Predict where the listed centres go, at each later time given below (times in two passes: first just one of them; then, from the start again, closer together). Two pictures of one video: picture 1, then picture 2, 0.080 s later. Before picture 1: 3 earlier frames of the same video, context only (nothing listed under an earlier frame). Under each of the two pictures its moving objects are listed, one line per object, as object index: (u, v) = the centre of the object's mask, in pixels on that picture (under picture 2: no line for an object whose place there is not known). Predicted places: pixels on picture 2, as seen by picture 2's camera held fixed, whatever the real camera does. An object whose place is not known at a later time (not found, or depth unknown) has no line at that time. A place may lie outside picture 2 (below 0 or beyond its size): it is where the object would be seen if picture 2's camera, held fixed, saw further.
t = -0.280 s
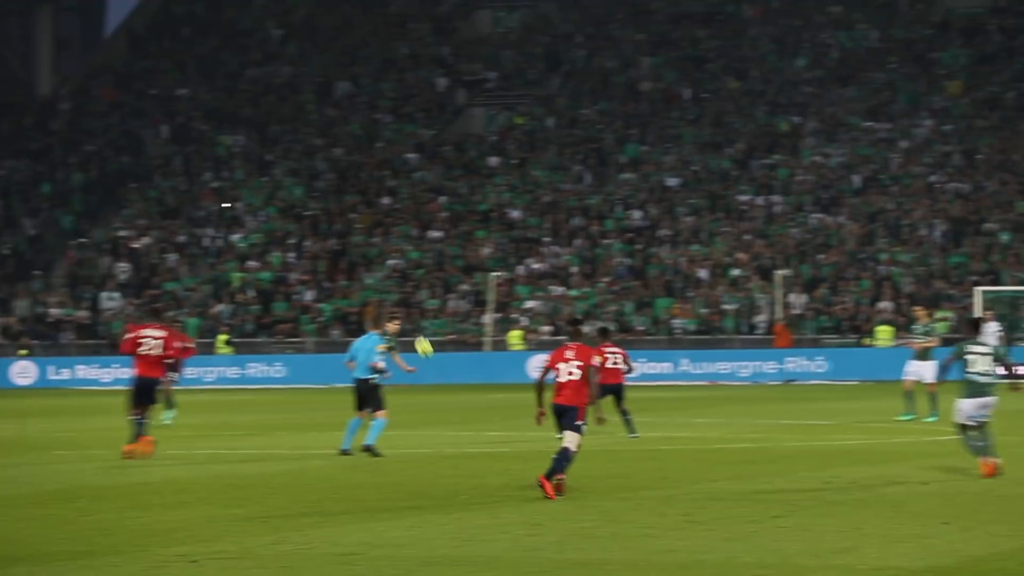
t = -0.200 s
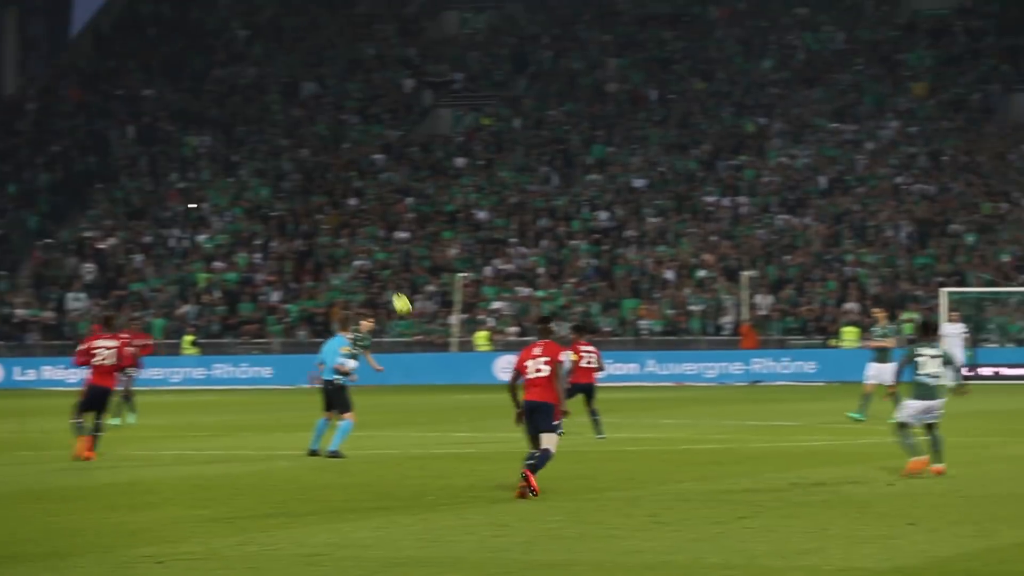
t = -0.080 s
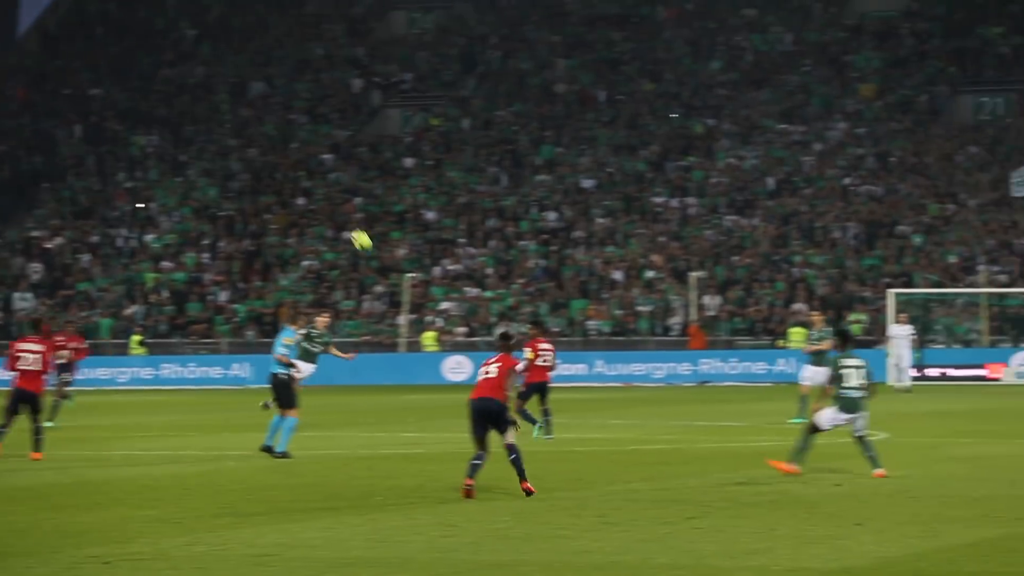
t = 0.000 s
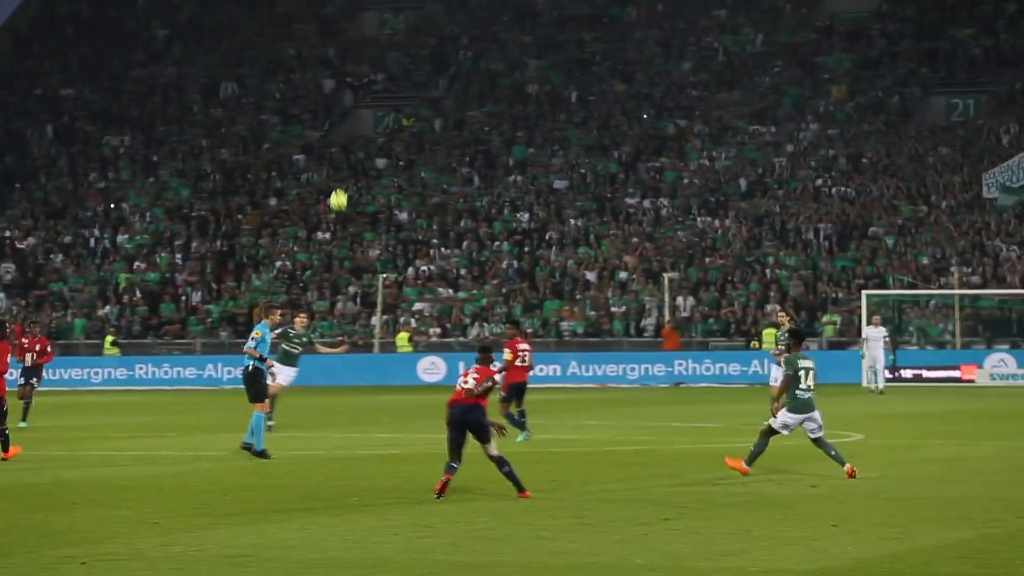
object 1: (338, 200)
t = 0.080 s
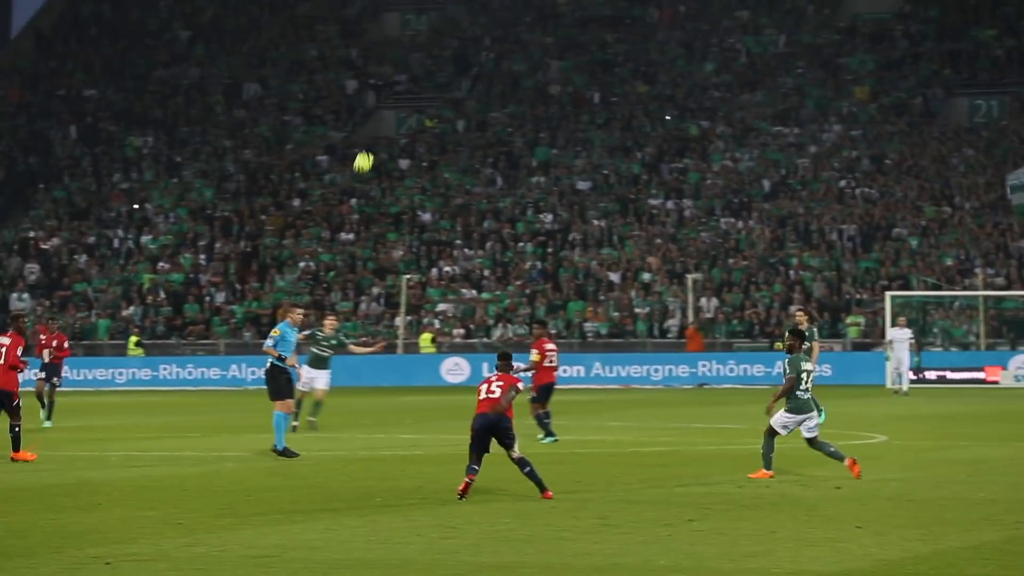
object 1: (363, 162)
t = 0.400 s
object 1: (345, 29)
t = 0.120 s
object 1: (363, 142)
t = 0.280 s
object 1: (356, 73)
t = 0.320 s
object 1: (353, 58)
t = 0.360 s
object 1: (349, 44)
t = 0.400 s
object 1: (345, 29)
